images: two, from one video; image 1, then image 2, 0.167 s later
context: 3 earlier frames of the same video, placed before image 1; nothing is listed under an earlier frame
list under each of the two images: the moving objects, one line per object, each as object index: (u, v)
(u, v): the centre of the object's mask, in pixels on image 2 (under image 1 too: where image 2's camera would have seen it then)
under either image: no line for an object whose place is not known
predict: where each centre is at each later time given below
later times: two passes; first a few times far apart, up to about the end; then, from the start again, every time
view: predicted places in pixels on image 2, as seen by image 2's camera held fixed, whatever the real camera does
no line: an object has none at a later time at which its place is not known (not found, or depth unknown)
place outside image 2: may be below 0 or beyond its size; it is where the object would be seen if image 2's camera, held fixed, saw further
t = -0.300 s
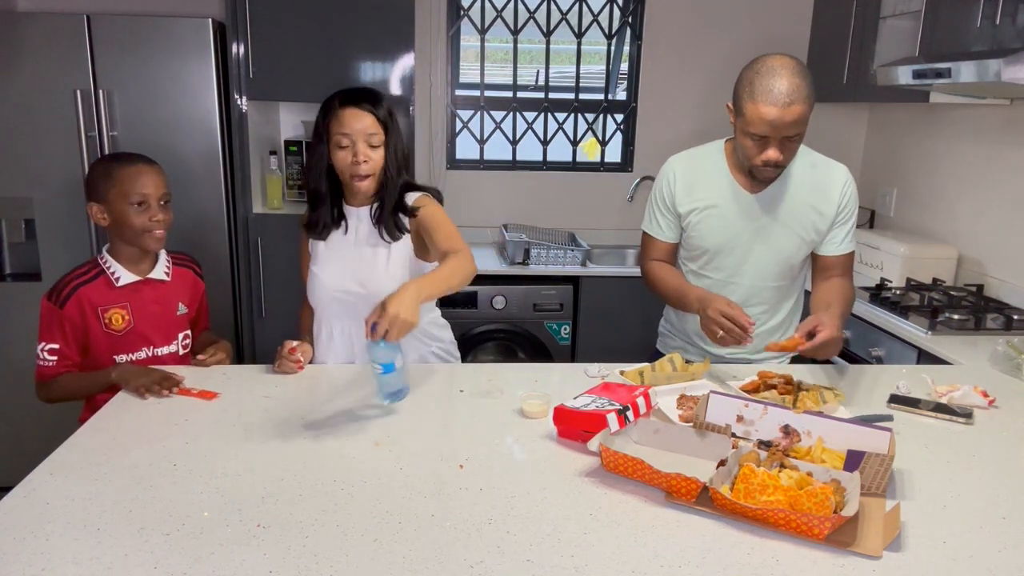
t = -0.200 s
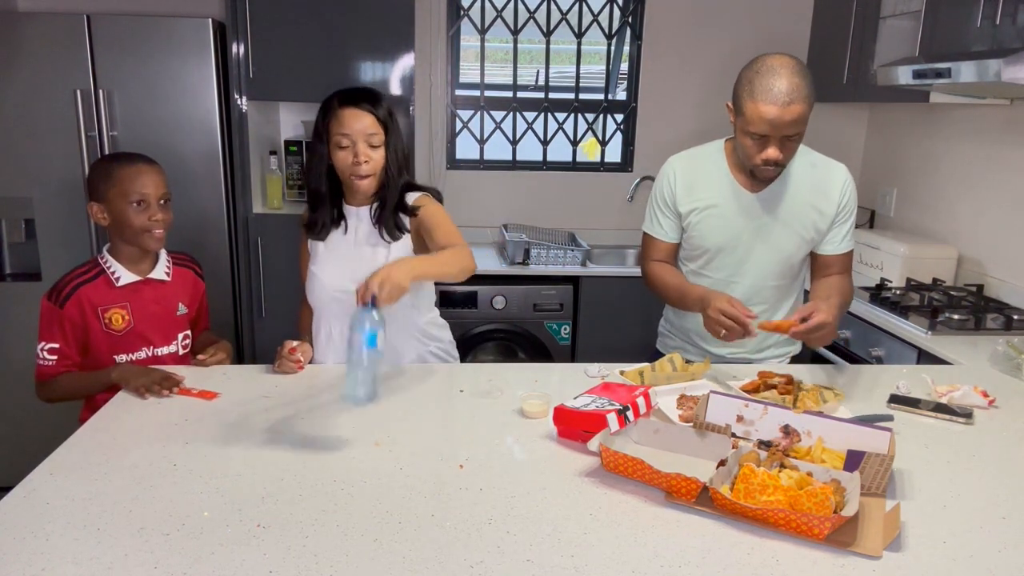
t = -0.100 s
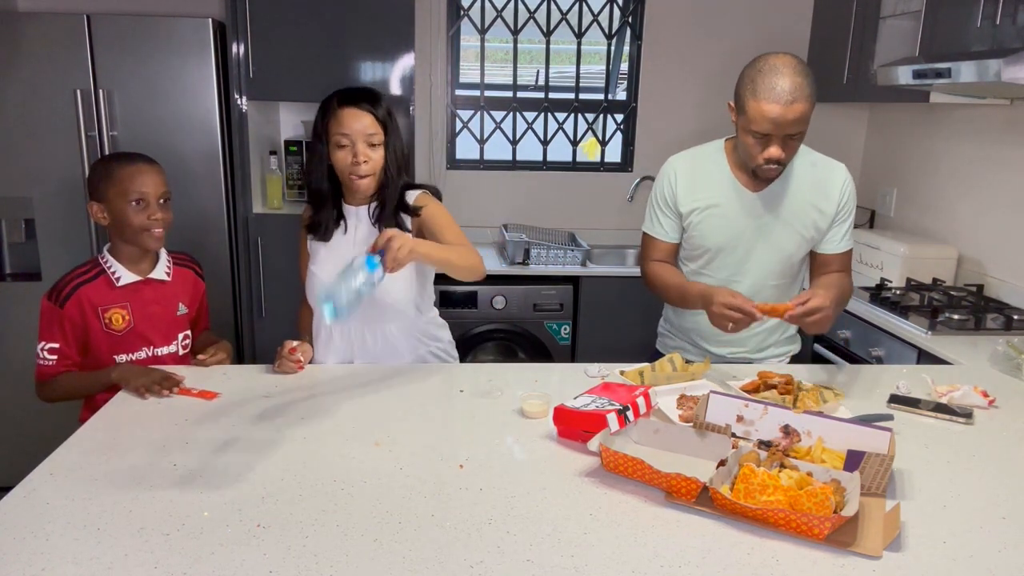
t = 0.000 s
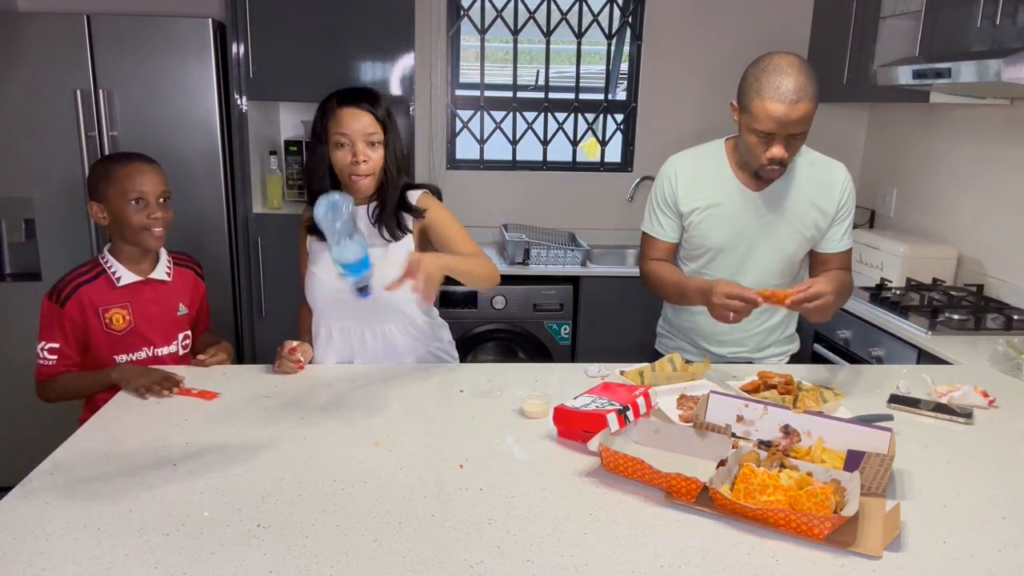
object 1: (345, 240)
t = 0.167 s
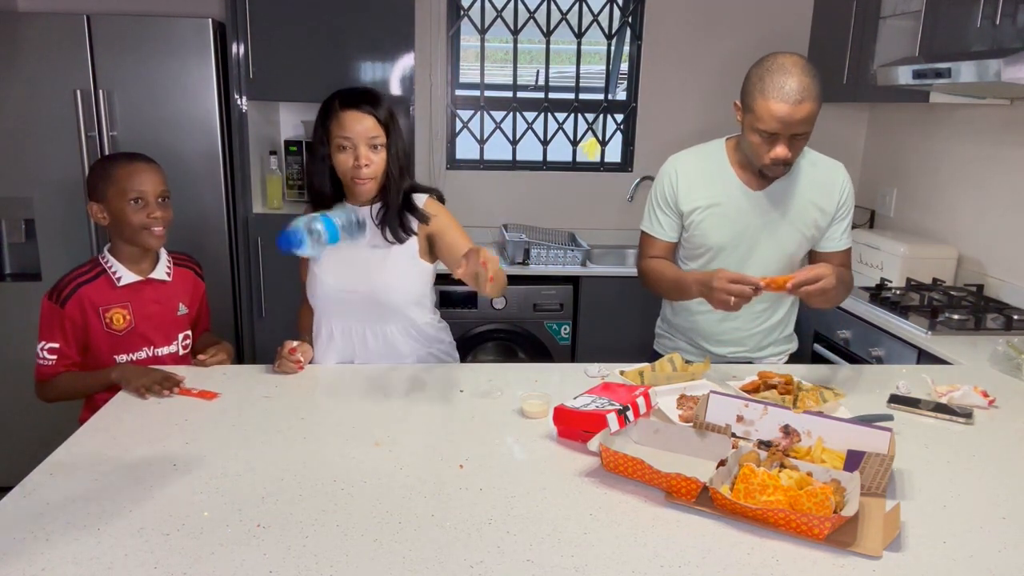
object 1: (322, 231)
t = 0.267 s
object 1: (330, 287)
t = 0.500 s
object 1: (351, 422)
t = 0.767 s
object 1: (354, 435)
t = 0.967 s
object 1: (351, 434)
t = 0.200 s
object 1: (324, 242)
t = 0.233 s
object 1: (326, 260)
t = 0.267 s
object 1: (330, 287)
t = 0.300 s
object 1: (336, 324)
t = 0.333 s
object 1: (339, 369)
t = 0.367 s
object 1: (342, 409)
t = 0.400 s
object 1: (345, 406)
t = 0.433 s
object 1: (347, 408)
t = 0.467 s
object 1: (349, 413)
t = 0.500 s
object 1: (351, 422)
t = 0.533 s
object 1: (353, 431)
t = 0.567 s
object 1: (353, 434)
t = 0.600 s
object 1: (352, 434)
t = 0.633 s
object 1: (351, 434)
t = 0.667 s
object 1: (351, 434)
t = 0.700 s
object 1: (353, 434)
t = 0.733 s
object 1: (353, 434)
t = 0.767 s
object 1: (354, 435)
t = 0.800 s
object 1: (354, 435)
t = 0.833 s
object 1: (353, 434)
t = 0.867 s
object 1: (352, 434)
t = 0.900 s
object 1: (351, 434)
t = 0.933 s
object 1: (351, 434)
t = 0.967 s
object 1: (351, 434)
